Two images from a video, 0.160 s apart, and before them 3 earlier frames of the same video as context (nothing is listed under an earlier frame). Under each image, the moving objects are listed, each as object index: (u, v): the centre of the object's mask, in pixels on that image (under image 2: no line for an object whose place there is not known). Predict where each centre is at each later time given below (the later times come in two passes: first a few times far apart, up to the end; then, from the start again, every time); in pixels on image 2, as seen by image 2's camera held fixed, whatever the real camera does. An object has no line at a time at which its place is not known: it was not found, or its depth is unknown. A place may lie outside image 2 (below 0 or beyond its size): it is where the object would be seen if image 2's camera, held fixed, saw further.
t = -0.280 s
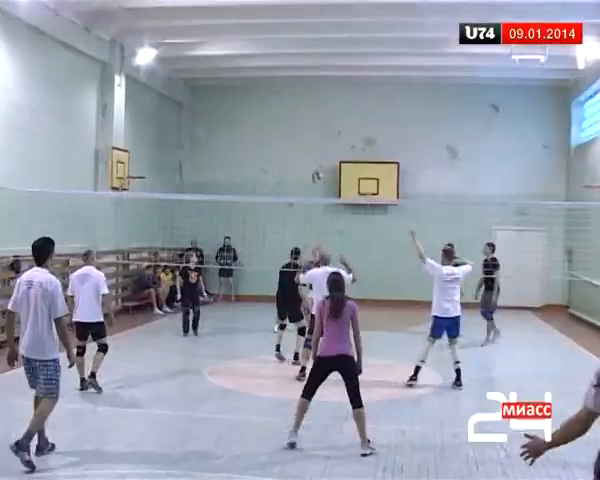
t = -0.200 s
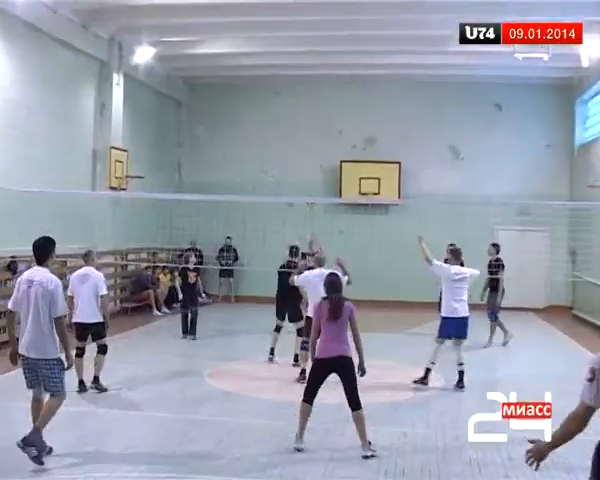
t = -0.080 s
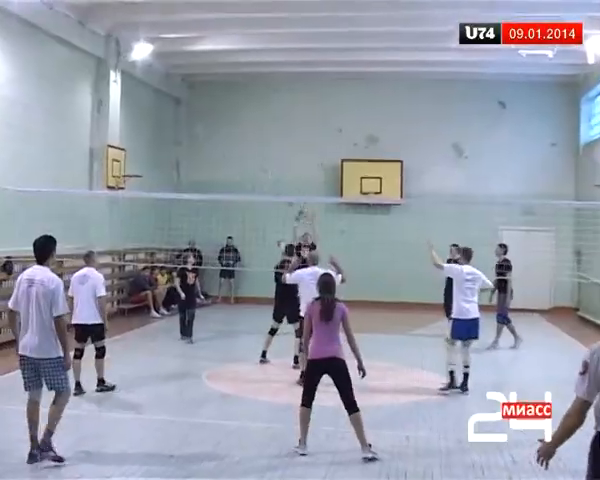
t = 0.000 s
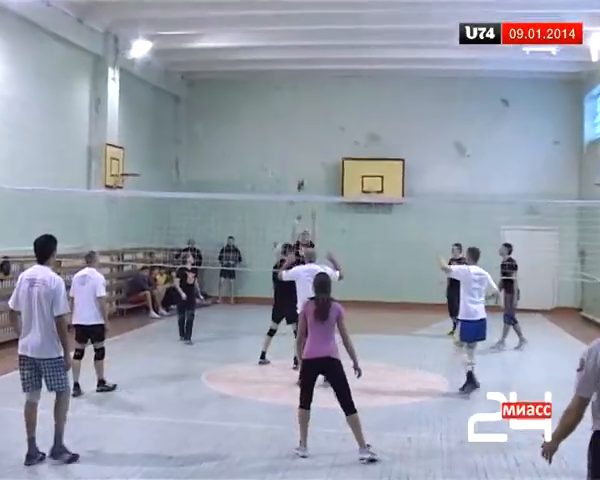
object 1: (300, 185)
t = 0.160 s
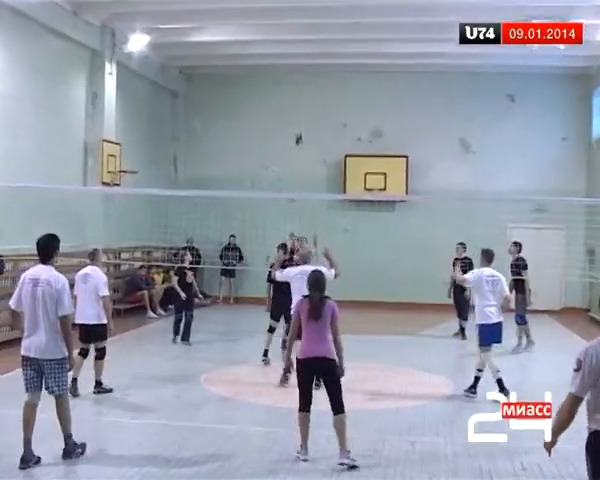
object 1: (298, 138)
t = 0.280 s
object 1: (293, 111)
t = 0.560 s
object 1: (278, 80)
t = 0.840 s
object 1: (265, 100)
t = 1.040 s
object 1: (253, 149)
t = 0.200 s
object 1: (296, 129)
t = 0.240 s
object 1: (294, 120)
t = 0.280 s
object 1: (293, 111)
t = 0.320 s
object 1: (290, 105)
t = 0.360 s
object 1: (288, 98)
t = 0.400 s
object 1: (286, 92)
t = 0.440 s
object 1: (284, 88)
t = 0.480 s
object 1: (282, 85)
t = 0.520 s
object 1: (280, 82)
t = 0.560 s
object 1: (278, 80)
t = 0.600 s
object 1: (276, 80)
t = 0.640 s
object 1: (275, 81)
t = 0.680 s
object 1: (273, 82)
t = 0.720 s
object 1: (270, 86)
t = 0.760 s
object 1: (268, 90)
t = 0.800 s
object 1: (266, 95)
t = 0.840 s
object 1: (265, 100)
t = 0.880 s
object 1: (263, 108)
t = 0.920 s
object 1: (261, 116)
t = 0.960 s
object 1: (259, 128)
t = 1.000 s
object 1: (257, 140)
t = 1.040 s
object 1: (253, 149)
